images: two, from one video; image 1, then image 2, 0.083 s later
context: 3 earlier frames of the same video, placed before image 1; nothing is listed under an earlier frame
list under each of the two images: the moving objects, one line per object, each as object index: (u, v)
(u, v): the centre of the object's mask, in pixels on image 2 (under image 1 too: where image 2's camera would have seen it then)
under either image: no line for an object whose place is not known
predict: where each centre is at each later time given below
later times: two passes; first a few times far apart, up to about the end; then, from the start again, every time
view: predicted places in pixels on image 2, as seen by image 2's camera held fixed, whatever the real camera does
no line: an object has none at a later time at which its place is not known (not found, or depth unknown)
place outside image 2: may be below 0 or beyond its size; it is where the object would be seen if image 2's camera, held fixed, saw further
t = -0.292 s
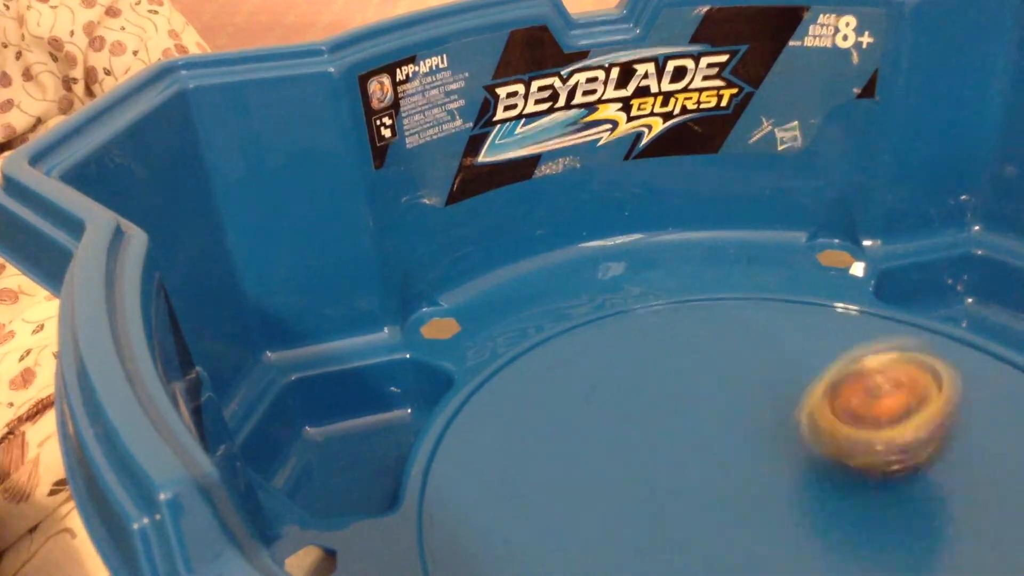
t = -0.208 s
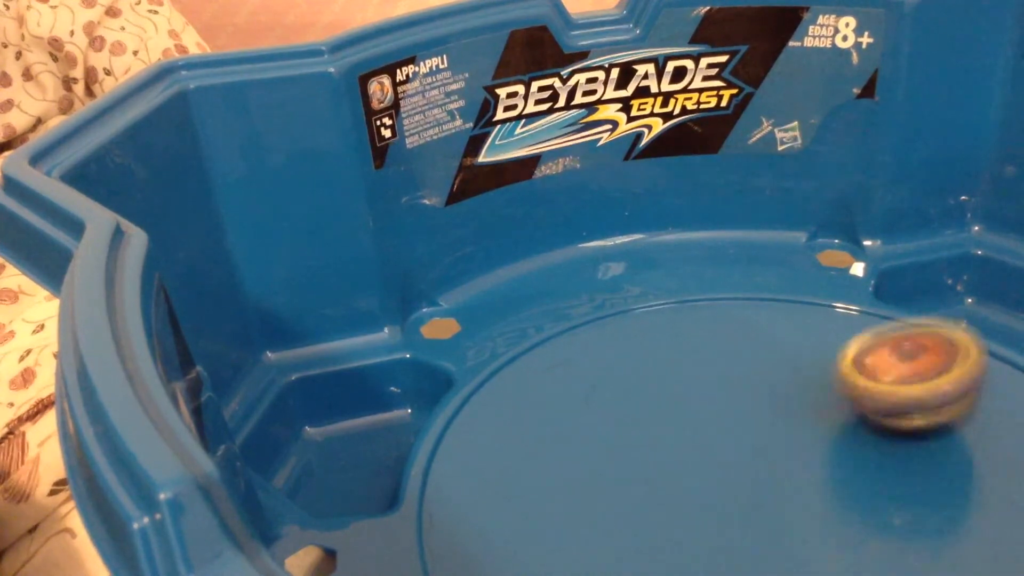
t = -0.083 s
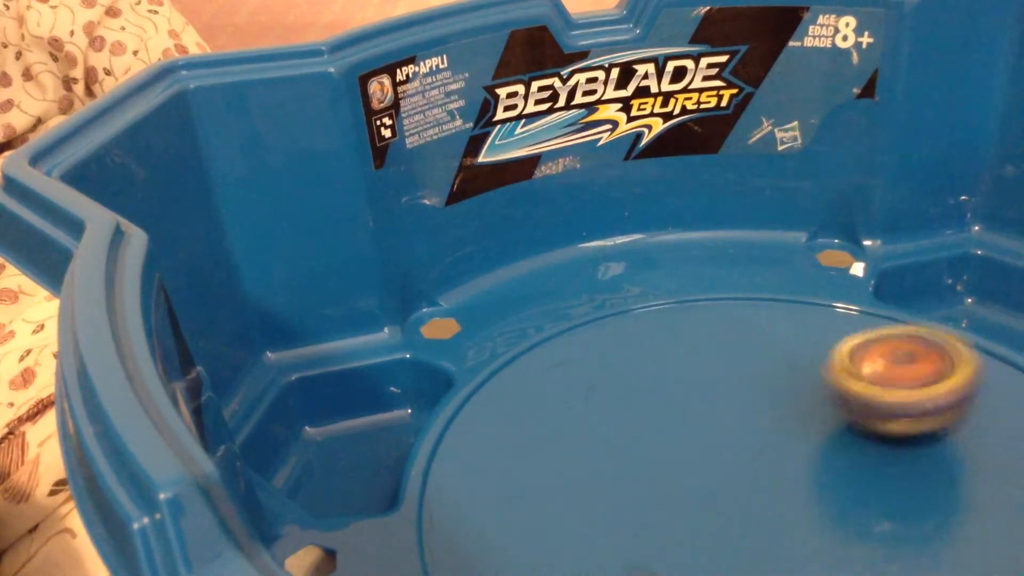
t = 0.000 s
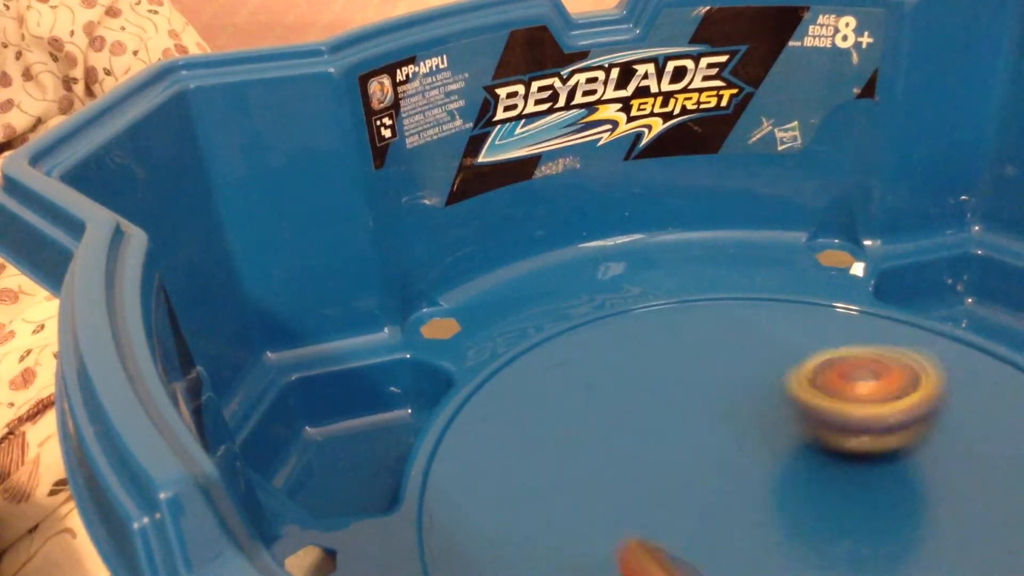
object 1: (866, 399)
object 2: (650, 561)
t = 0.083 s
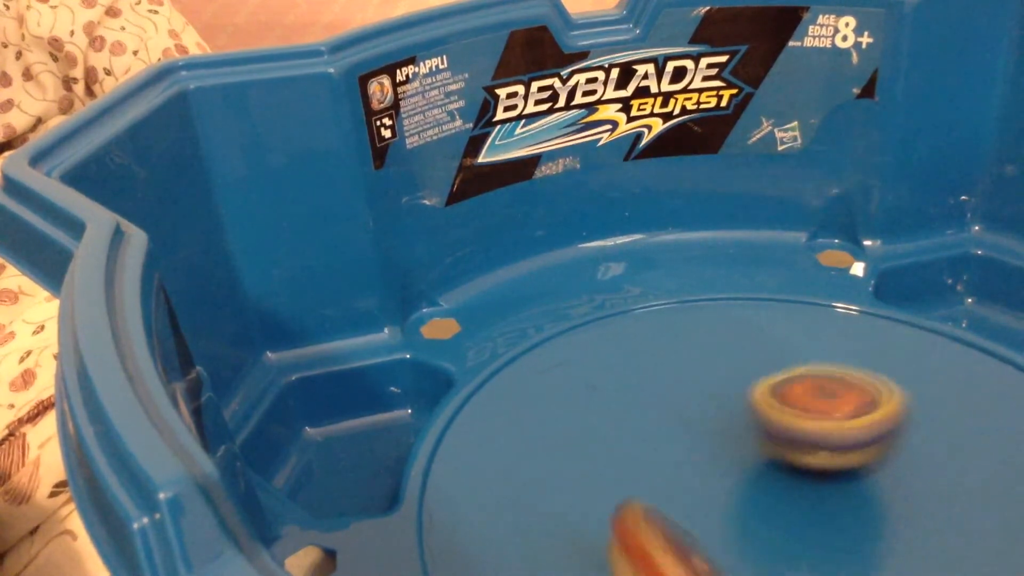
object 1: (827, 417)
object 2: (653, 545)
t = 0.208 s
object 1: (772, 438)
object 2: (660, 523)
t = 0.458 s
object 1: (774, 444)
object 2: (609, 460)
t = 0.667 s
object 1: (813, 451)
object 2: (633, 485)
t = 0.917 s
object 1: (832, 498)
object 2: (615, 504)
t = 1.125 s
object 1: (792, 523)
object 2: (634, 486)
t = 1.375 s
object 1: (752, 521)
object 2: (628, 481)
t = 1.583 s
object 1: (791, 516)
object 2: (637, 481)
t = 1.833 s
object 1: (841, 511)
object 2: (638, 481)
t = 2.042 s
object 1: (869, 509)
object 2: (637, 481)
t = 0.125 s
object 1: (808, 426)
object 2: (659, 538)
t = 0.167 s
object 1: (790, 433)
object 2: (666, 531)
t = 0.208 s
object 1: (772, 438)
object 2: (660, 523)
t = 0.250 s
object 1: (757, 442)
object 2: (660, 509)
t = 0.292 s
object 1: (743, 441)
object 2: (650, 494)
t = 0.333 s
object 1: (749, 441)
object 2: (634, 481)
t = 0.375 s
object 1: (759, 442)
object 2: (622, 469)
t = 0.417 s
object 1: (768, 444)
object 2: (615, 464)
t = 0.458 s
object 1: (774, 444)
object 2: (609, 460)
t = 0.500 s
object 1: (780, 443)
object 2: (610, 459)
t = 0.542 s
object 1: (787, 443)
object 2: (616, 464)
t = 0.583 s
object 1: (796, 443)
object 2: (623, 470)
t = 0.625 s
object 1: (805, 447)
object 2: (629, 478)
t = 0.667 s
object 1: (813, 451)
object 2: (633, 485)
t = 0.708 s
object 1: (820, 457)
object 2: (631, 491)
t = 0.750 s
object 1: (826, 464)
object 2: (628, 498)
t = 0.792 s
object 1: (831, 472)
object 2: (622, 502)
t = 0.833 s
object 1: (833, 481)
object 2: (616, 503)
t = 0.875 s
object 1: (834, 490)
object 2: (614, 504)
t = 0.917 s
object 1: (832, 498)
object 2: (615, 504)
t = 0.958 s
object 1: (828, 506)
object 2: (620, 503)
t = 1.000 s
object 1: (822, 513)
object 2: (627, 501)
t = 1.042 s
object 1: (814, 517)
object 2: (631, 495)
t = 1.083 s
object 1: (804, 521)
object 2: (633, 490)
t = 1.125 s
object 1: (792, 523)
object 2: (634, 486)
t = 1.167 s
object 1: (781, 524)
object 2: (634, 482)
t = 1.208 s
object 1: (768, 524)
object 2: (631, 476)
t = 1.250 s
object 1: (756, 523)
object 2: (628, 475)
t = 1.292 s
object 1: (751, 521)
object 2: (628, 478)
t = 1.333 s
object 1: (748, 520)
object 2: (626, 478)
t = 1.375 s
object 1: (752, 521)
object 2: (628, 481)
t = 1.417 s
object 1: (756, 520)
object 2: (629, 481)
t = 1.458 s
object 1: (765, 519)
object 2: (632, 483)
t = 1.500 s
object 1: (774, 518)
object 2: (634, 482)
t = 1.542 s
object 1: (782, 517)
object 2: (636, 480)
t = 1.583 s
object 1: (791, 516)
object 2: (637, 481)
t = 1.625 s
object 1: (799, 515)
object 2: (638, 482)
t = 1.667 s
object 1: (808, 514)
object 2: (638, 482)
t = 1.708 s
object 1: (817, 513)
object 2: (638, 481)
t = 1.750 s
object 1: (825, 512)
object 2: (638, 481)
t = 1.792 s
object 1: (834, 512)
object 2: (638, 481)
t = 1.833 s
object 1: (841, 511)
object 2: (638, 481)
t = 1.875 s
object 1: (848, 510)
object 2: (638, 481)
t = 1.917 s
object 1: (856, 510)
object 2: (638, 481)
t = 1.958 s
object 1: (861, 509)
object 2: (638, 481)
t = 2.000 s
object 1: (865, 509)
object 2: (638, 481)
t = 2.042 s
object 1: (869, 509)
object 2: (637, 481)
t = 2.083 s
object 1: (870, 509)
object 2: (637, 481)
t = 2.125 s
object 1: (870, 509)
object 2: (637, 481)
